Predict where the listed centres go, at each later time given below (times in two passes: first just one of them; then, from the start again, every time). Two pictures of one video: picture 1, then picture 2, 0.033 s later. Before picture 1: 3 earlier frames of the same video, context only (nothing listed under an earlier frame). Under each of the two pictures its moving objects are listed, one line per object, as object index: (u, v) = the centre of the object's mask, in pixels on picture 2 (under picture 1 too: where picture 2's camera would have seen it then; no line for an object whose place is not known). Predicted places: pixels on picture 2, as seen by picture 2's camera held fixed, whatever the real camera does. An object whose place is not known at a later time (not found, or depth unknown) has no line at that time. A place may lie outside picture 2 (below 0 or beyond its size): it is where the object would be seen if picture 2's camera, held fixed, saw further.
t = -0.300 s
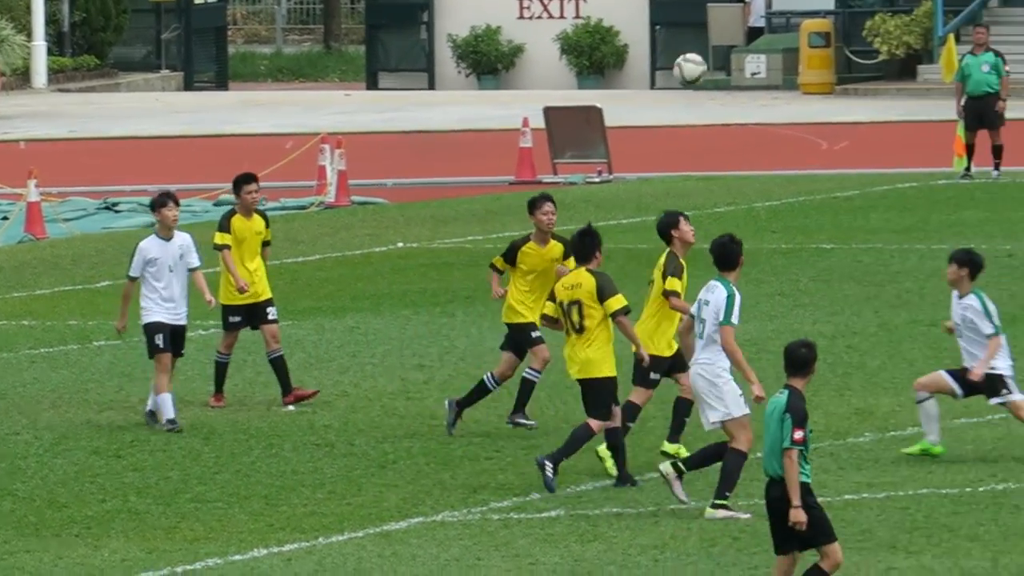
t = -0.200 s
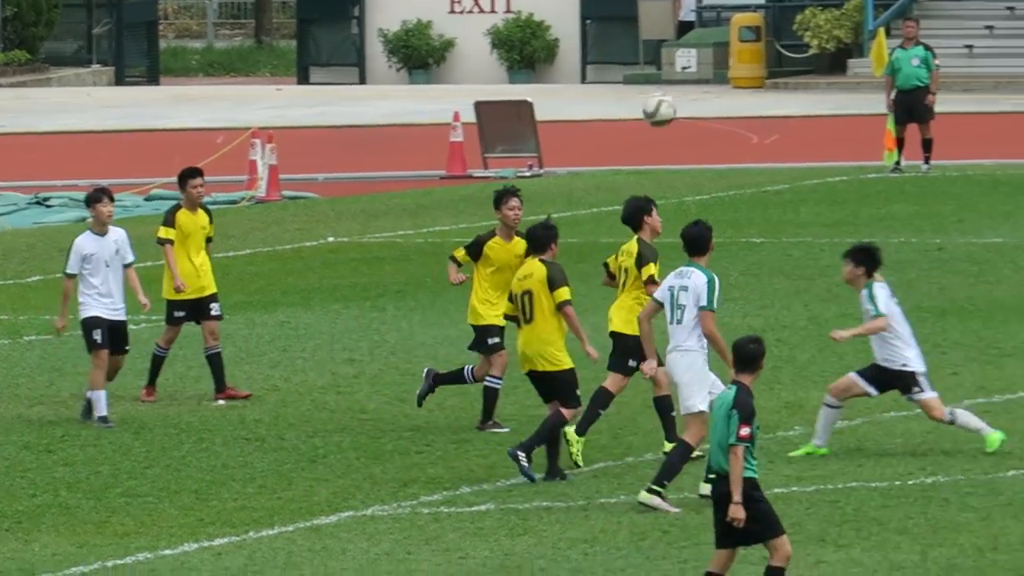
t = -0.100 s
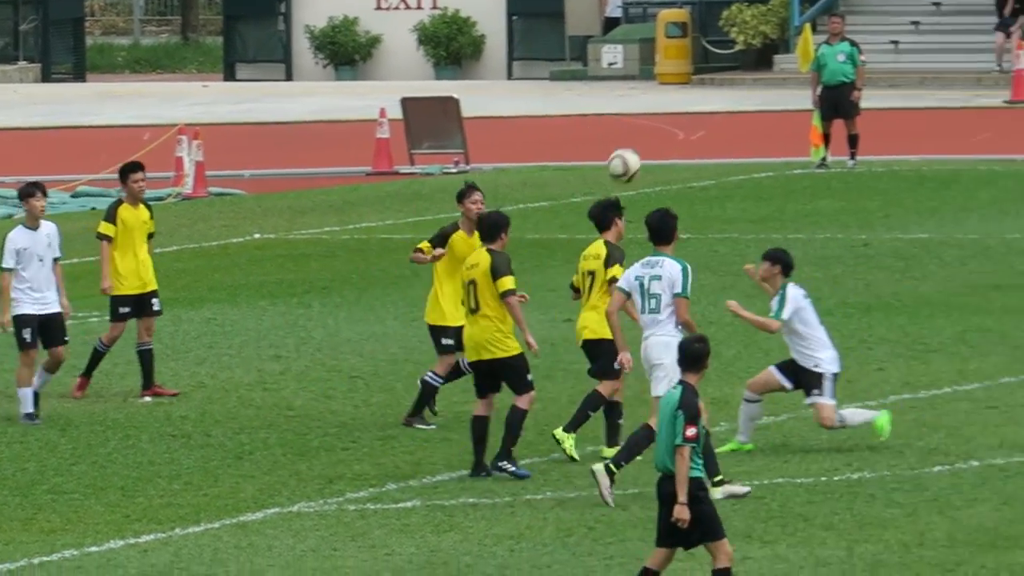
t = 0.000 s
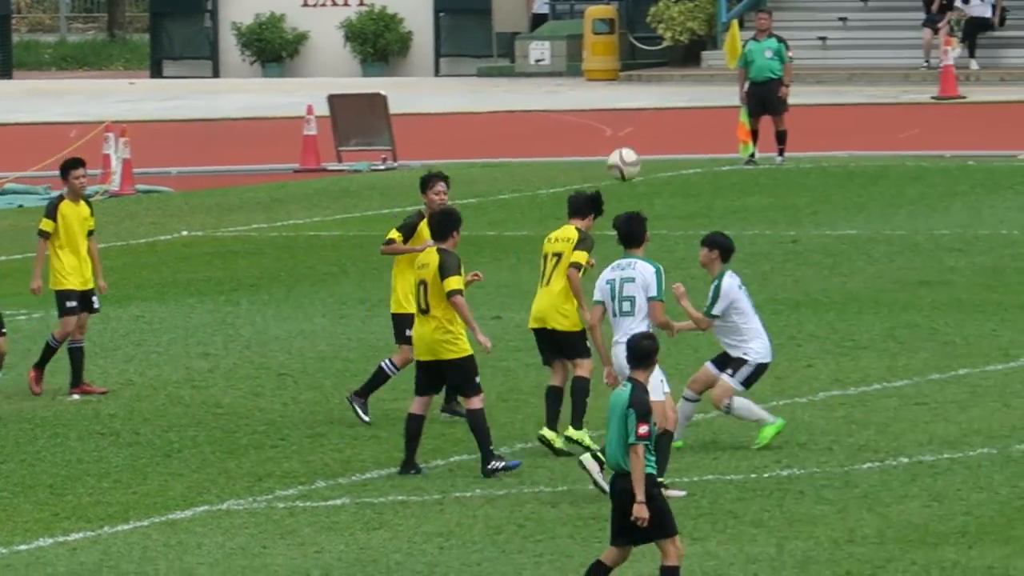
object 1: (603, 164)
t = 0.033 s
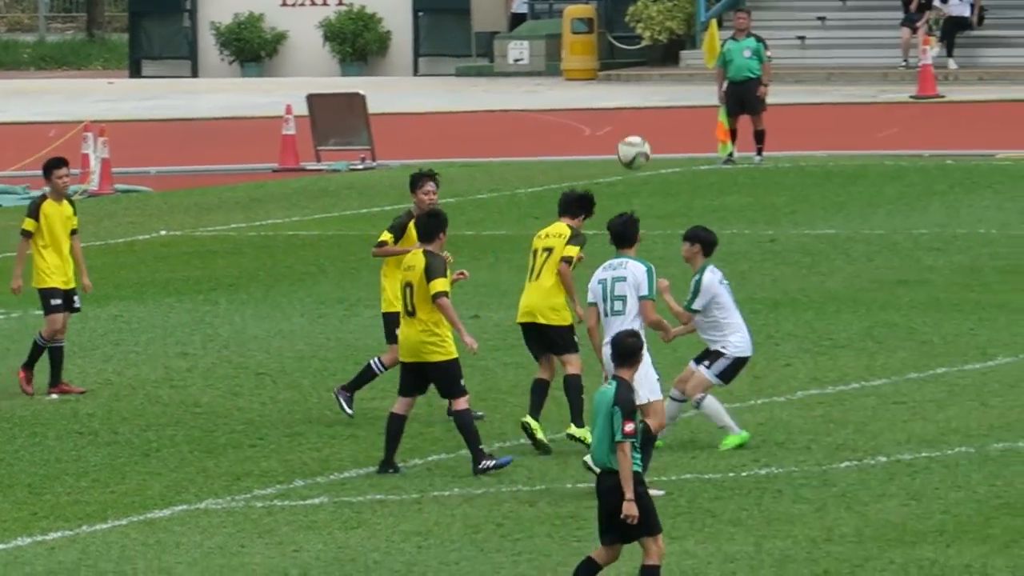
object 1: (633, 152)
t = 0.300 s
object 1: (872, 117)
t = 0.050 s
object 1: (648, 147)
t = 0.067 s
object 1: (663, 143)
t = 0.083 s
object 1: (678, 138)
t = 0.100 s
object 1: (693, 134)
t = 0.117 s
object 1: (708, 131)
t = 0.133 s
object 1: (723, 127)
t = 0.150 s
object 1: (738, 125)
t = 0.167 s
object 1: (752, 122)
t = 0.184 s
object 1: (768, 120)
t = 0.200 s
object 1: (783, 119)
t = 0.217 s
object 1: (798, 118)
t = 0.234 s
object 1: (812, 117)
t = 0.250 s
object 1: (827, 117)
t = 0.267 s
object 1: (842, 116)
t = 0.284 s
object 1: (857, 117)
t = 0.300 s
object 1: (872, 117)
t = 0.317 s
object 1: (886, 118)
